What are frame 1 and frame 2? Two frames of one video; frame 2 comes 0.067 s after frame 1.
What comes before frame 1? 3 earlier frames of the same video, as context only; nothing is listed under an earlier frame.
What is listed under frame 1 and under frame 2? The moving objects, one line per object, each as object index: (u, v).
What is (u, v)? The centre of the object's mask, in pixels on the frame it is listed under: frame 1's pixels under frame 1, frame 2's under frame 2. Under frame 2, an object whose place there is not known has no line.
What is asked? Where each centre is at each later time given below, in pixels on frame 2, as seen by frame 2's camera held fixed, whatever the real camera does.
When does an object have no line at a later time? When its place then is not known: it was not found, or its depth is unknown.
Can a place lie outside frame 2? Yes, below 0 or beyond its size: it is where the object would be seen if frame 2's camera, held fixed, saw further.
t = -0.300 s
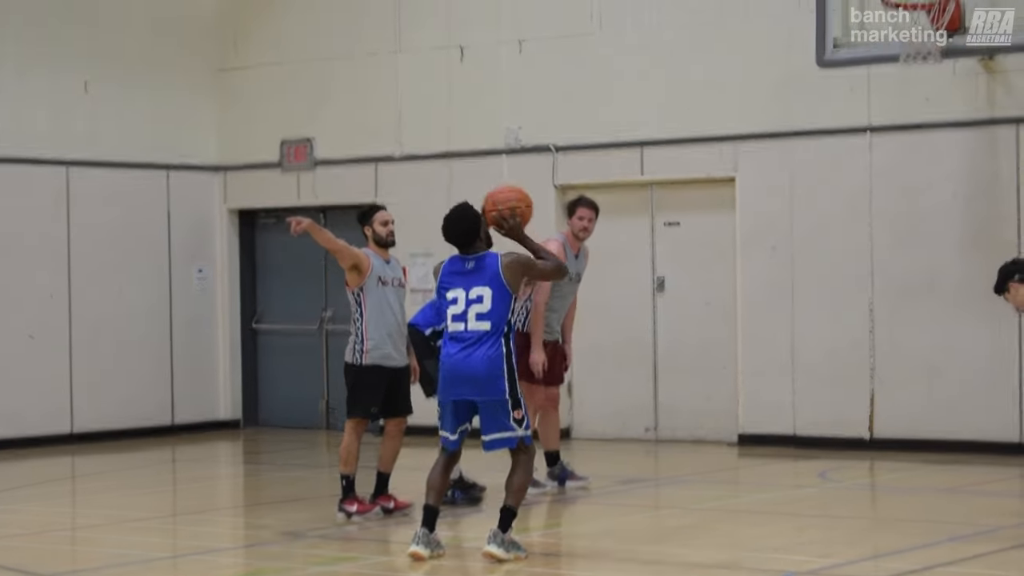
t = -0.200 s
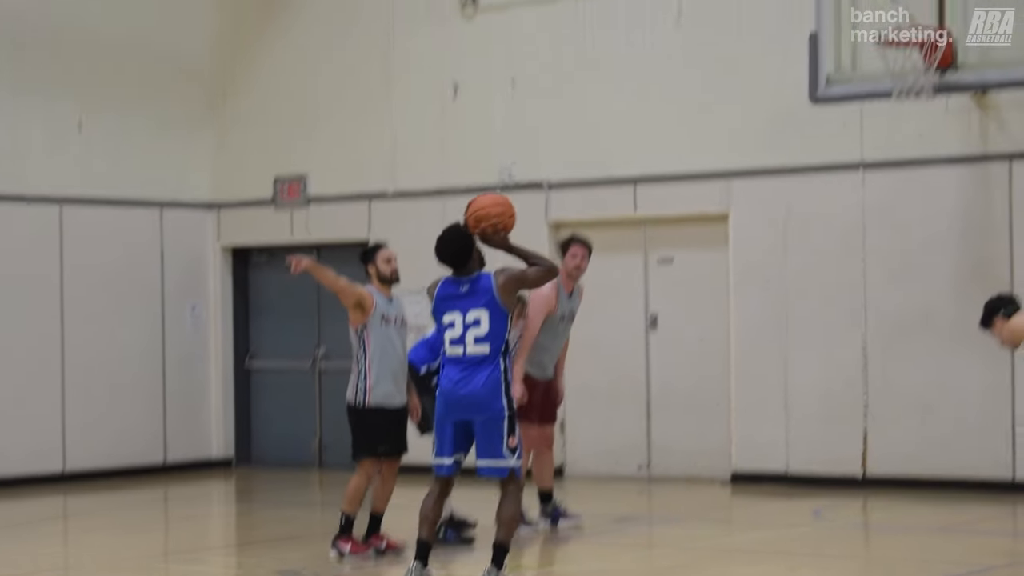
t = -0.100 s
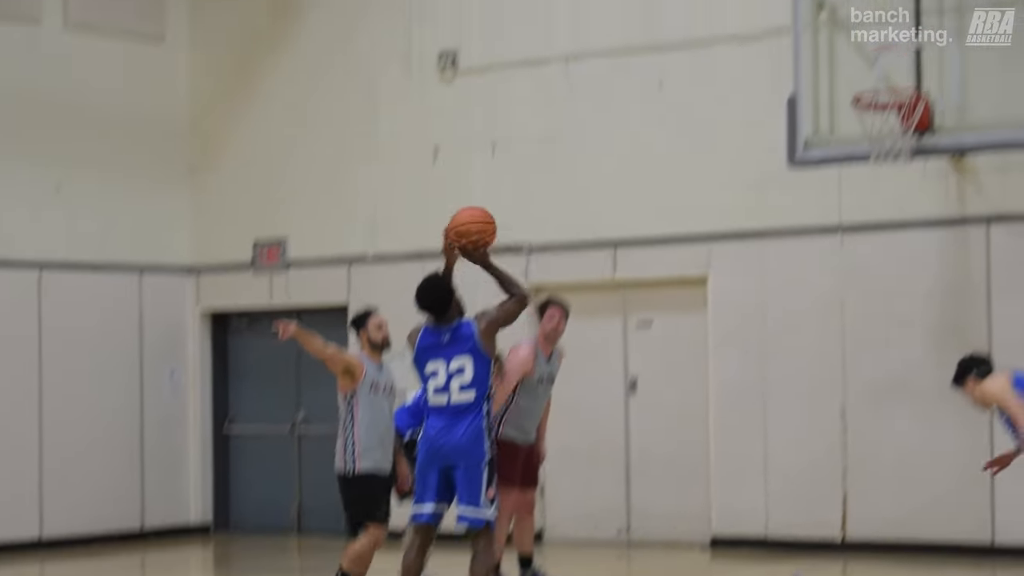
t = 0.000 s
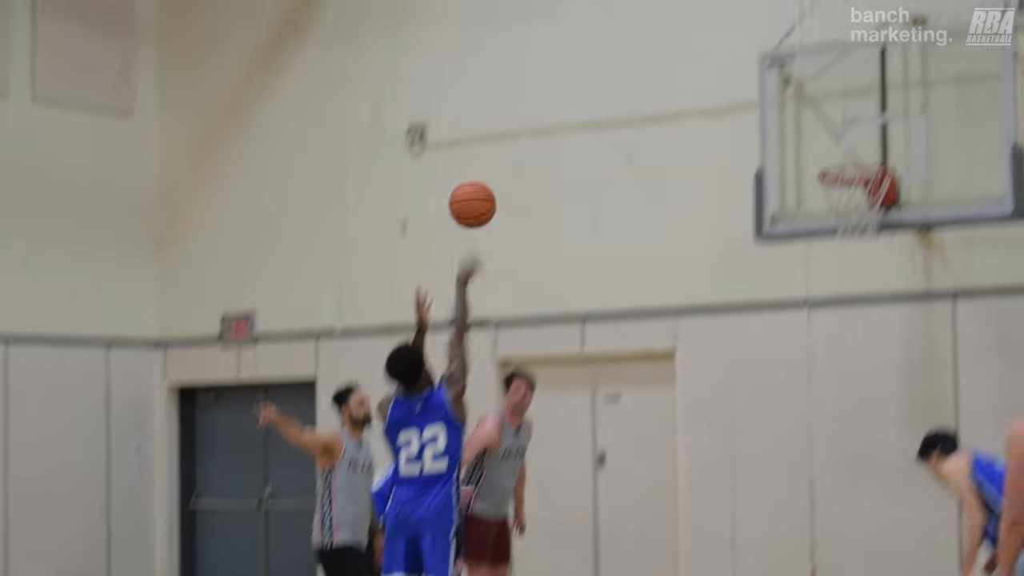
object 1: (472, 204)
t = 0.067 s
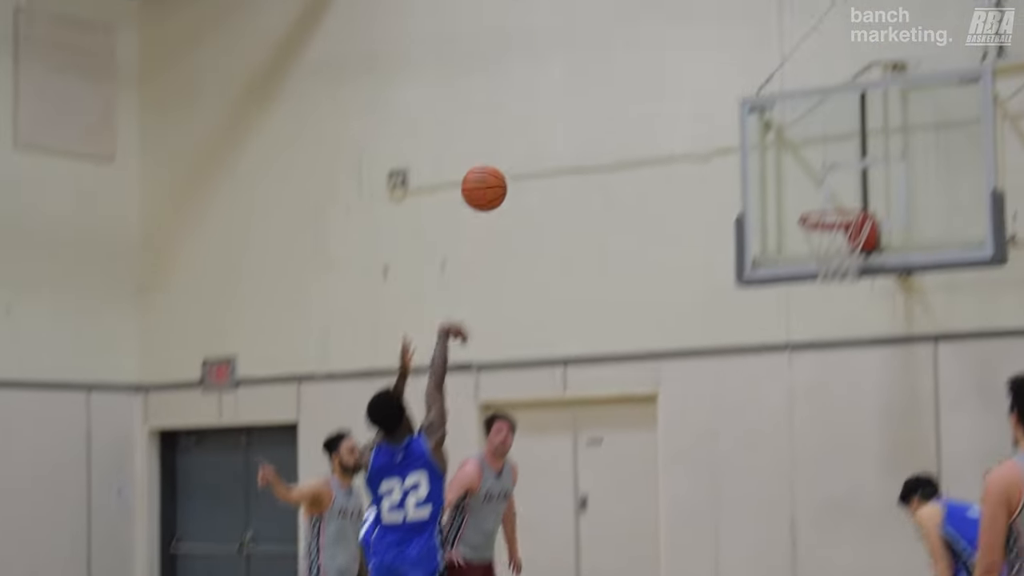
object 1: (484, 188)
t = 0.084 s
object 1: (491, 174)
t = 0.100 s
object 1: (498, 161)
